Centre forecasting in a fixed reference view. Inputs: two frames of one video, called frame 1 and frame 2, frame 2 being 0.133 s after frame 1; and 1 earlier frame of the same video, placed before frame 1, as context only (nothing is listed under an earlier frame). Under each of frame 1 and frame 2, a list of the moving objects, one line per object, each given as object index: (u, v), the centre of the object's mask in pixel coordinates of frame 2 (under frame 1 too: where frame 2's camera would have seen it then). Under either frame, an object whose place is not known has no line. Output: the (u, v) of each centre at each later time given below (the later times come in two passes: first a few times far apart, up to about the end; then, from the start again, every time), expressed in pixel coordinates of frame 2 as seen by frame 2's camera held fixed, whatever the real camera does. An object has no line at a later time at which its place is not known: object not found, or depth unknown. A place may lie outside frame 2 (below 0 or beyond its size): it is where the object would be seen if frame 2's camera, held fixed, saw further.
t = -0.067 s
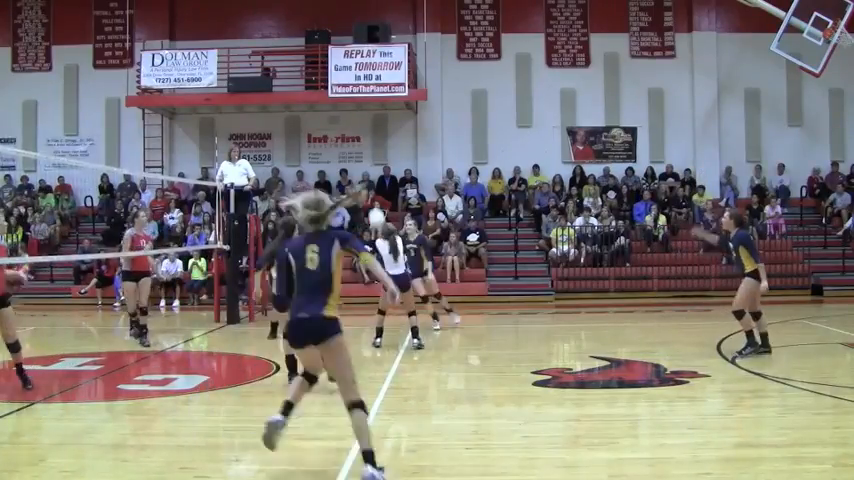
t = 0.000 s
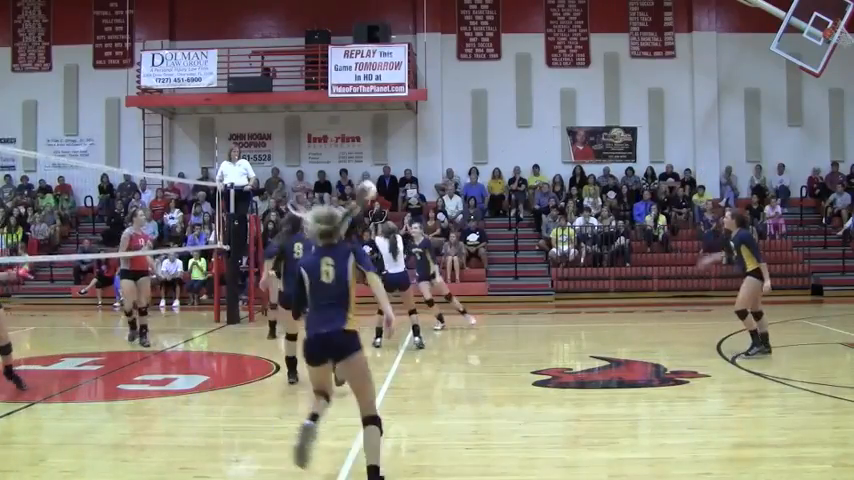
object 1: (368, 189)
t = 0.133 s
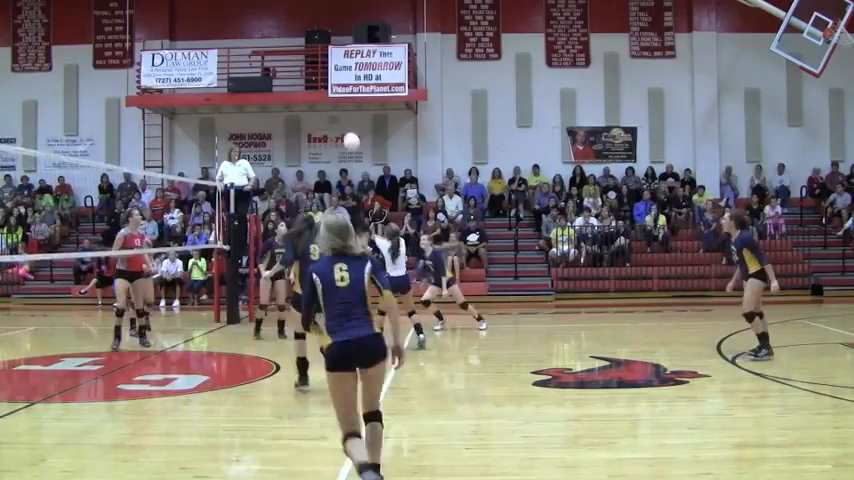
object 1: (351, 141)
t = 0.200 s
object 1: (343, 123)
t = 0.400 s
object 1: (318, 86)
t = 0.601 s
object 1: (294, 80)
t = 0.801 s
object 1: (271, 103)
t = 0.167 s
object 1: (347, 132)
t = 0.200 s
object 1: (343, 123)
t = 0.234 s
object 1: (338, 115)
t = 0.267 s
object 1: (335, 108)
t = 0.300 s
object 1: (330, 101)
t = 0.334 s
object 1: (326, 96)
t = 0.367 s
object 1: (322, 90)
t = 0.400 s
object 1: (318, 86)
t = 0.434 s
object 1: (314, 84)
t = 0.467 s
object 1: (310, 81)
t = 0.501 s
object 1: (306, 80)
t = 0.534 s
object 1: (302, 79)
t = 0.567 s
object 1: (298, 79)
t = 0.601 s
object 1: (294, 80)
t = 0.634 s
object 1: (291, 82)
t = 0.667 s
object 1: (286, 85)
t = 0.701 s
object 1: (282, 88)
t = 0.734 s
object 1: (279, 92)
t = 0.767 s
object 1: (275, 97)
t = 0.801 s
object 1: (271, 103)
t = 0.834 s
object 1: (267, 109)
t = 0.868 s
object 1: (263, 117)
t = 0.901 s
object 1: (260, 125)
